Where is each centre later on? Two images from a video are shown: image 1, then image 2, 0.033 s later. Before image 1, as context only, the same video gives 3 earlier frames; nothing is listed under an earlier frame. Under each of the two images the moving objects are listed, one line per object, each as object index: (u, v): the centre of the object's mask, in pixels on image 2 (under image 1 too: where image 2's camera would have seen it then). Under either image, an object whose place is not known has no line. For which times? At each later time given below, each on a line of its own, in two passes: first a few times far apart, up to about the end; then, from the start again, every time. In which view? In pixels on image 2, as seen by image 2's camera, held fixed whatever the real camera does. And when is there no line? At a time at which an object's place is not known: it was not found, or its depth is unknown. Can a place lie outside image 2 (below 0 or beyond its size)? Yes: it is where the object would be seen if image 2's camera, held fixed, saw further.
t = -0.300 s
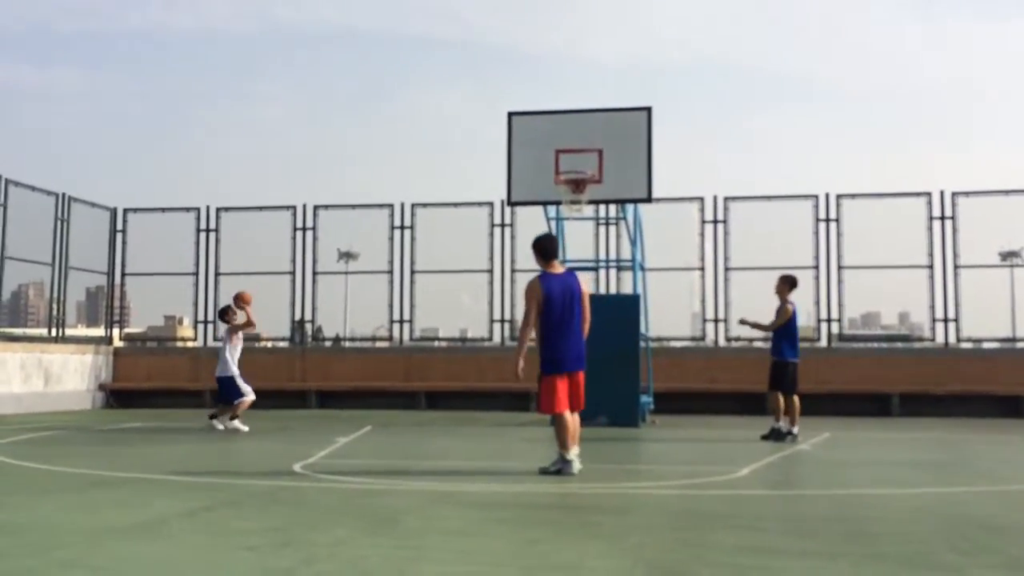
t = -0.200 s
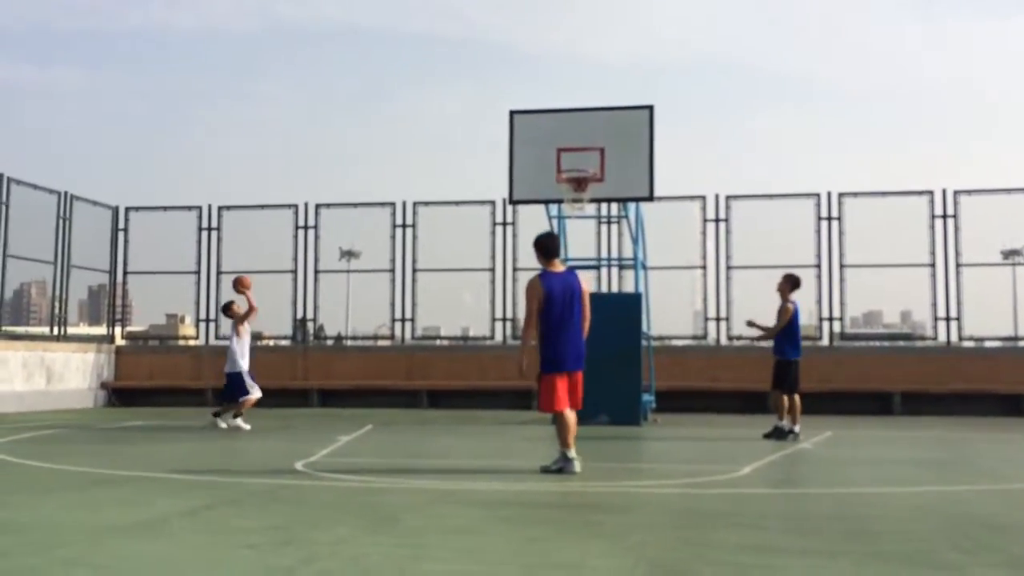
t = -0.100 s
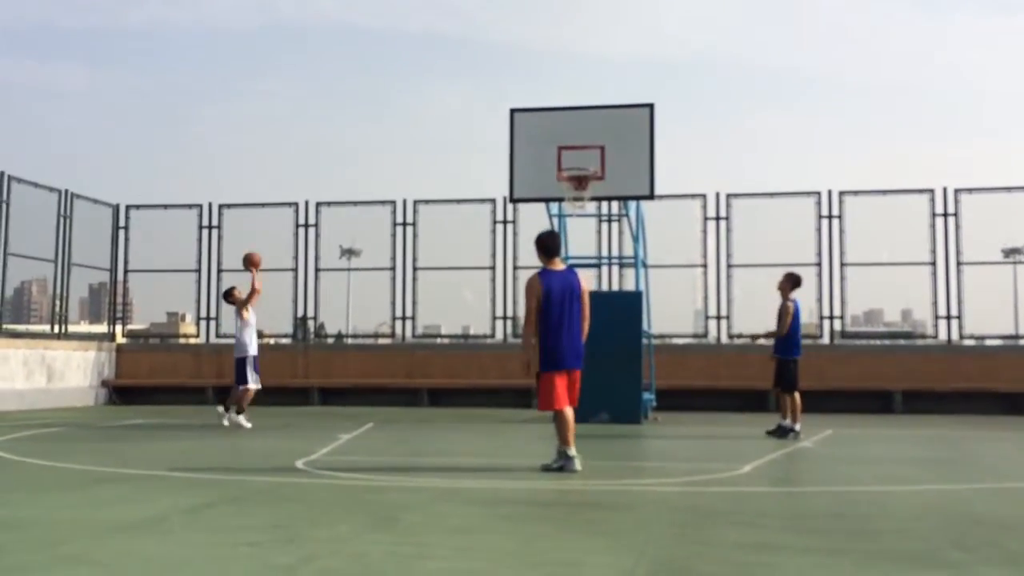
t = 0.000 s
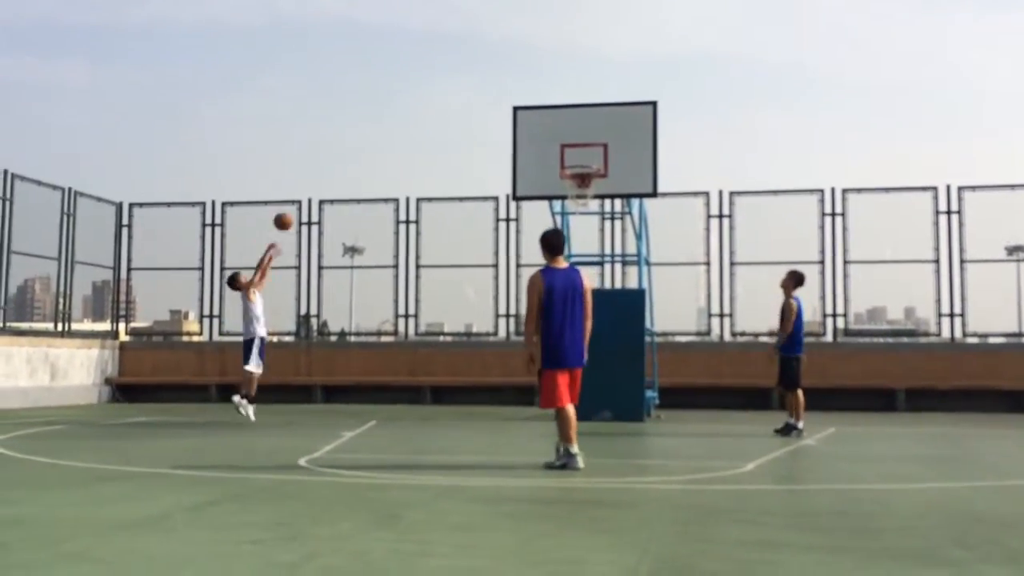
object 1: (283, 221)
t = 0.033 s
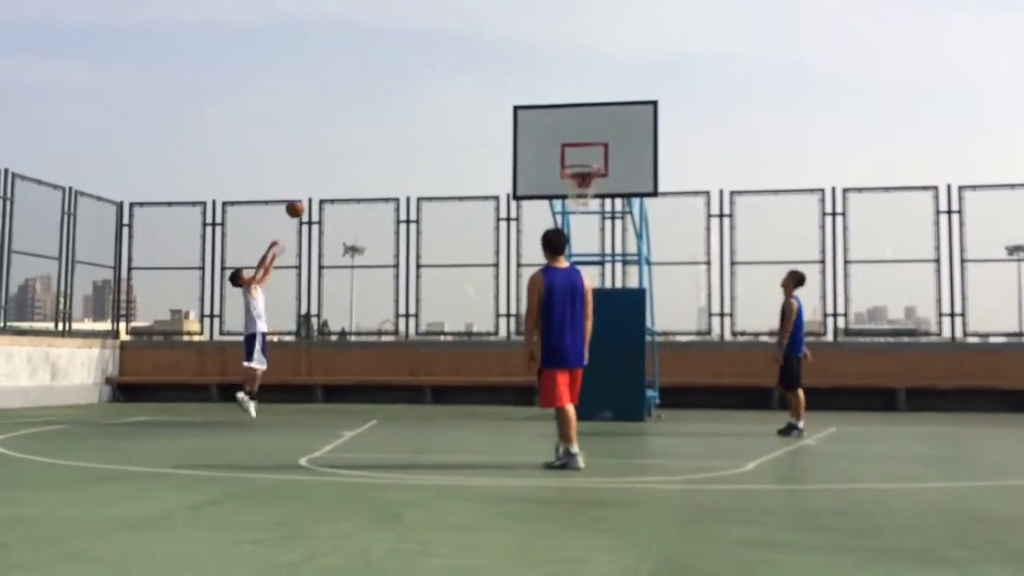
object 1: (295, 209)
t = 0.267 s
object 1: (377, 146)
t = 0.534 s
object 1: (471, 123)
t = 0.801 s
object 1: (567, 154)
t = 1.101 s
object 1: (553, 188)
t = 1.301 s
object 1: (534, 212)
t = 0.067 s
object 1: (307, 197)
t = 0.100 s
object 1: (319, 187)
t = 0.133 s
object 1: (331, 177)
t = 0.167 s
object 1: (342, 168)
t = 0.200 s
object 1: (354, 160)
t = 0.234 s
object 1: (365, 152)
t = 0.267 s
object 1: (377, 146)
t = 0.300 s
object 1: (389, 140)
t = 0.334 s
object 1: (401, 135)
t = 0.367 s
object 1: (413, 131)
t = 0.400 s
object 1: (425, 128)
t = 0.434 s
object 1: (436, 125)
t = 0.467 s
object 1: (448, 123)
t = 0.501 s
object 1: (460, 123)
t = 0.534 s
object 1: (471, 123)
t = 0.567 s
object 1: (483, 124)
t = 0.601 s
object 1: (496, 125)
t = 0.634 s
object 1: (508, 128)
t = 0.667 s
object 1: (519, 132)
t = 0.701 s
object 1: (531, 136)
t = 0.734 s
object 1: (543, 141)
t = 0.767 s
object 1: (556, 147)
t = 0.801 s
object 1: (567, 154)
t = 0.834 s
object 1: (580, 162)
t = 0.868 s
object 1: (589, 171)
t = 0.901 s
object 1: (583, 177)
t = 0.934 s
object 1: (575, 184)
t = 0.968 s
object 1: (569, 187)
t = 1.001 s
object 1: (563, 187)
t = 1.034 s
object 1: (560, 187)
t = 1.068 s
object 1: (556, 186)
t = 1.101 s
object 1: (553, 188)
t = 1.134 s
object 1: (550, 189)
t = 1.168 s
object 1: (547, 191)
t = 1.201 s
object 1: (544, 195)
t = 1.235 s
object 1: (541, 200)
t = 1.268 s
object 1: (537, 205)
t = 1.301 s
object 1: (534, 212)
